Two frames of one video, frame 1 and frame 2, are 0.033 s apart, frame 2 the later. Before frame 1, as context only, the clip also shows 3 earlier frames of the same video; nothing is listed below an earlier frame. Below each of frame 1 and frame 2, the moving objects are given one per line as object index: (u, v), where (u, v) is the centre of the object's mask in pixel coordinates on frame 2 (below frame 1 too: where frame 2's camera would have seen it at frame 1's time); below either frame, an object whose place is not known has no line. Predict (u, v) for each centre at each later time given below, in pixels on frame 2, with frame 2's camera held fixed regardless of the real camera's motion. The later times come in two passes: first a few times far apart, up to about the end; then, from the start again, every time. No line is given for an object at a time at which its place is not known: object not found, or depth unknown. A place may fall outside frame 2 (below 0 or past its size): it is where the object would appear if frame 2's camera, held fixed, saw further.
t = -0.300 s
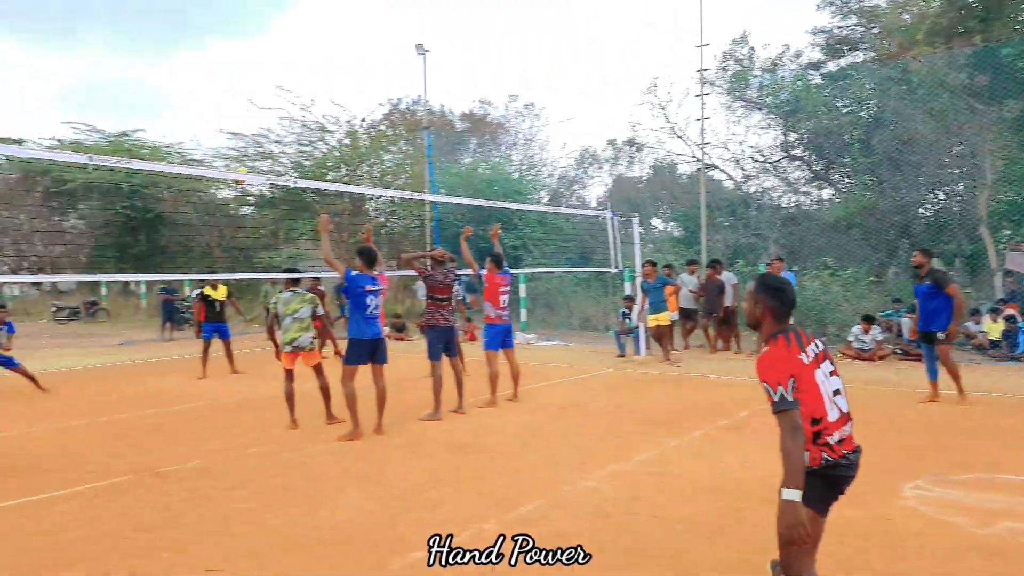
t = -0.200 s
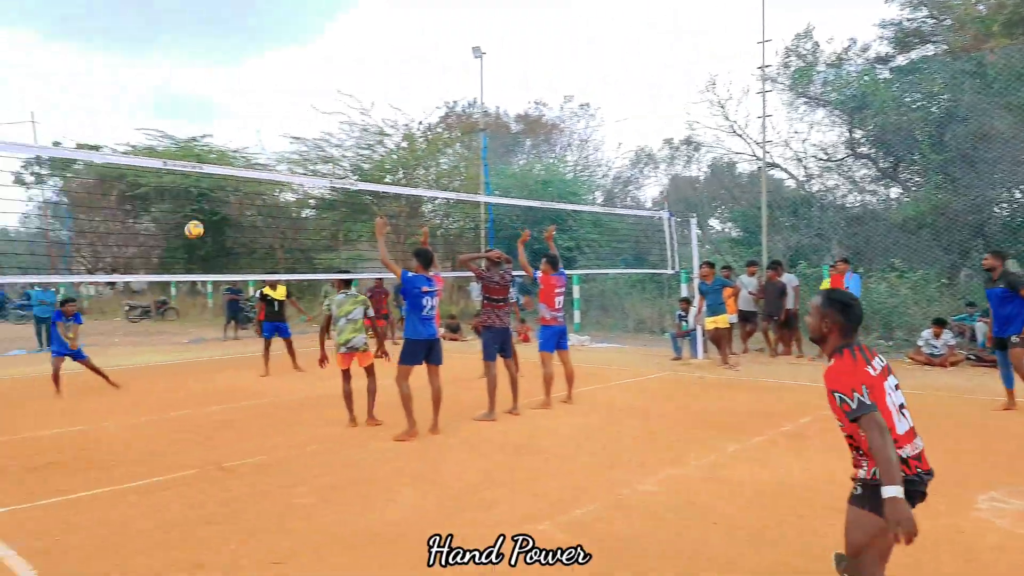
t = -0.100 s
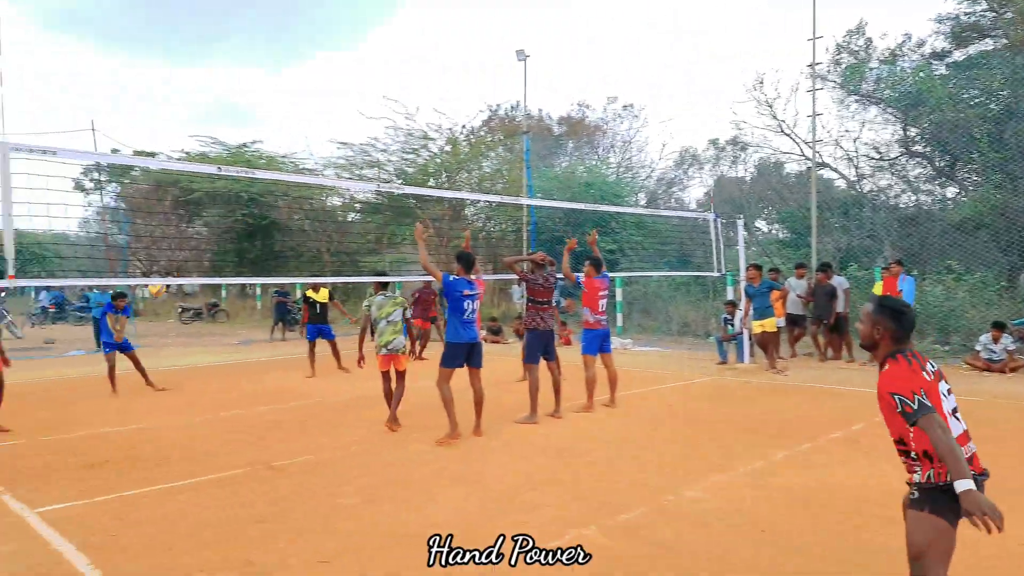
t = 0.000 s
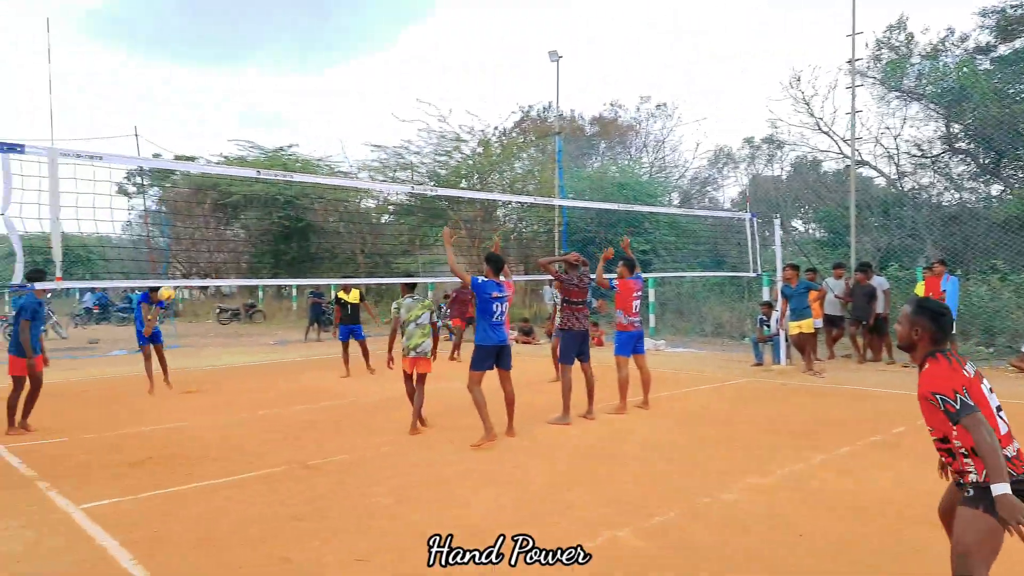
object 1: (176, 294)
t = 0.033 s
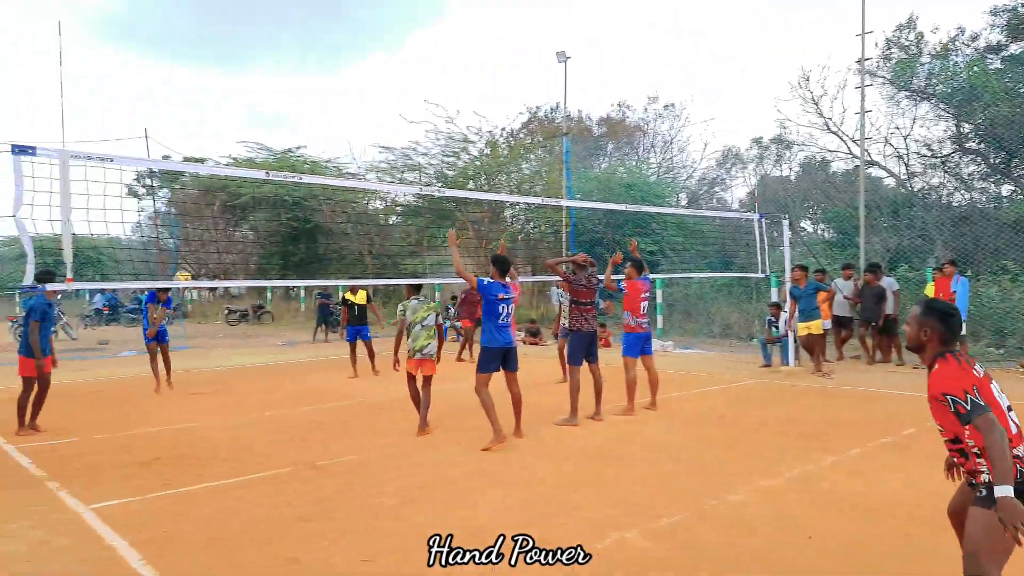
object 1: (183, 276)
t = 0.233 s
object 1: (227, 194)
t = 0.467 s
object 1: (282, 123)
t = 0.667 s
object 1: (333, 92)
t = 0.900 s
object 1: (399, 93)
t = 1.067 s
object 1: (449, 122)
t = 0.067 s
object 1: (190, 263)
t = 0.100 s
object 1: (197, 247)
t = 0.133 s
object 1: (205, 233)
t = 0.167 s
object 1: (212, 220)
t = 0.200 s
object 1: (219, 206)
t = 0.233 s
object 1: (227, 194)
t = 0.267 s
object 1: (236, 182)
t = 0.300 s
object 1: (242, 165)
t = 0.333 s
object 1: (250, 160)
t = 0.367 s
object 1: (258, 149)
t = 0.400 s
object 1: (266, 140)
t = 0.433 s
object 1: (274, 131)
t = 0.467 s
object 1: (282, 123)
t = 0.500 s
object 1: (291, 116)
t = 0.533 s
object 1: (299, 109)
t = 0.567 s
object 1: (307, 104)
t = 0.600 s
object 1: (315, 99)
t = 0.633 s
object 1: (324, 95)
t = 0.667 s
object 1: (333, 92)
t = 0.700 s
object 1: (342, 89)
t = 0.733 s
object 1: (351, 88)
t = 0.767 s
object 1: (361, 87)
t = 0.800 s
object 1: (370, 87)
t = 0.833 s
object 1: (379, 88)
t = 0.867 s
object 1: (389, 90)
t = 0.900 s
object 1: (399, 93)
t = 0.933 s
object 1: (408, 97)
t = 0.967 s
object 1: (419, 102)
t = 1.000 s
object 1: (429, 107)
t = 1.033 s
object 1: (439, 114)
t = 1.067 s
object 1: (449, 122)
